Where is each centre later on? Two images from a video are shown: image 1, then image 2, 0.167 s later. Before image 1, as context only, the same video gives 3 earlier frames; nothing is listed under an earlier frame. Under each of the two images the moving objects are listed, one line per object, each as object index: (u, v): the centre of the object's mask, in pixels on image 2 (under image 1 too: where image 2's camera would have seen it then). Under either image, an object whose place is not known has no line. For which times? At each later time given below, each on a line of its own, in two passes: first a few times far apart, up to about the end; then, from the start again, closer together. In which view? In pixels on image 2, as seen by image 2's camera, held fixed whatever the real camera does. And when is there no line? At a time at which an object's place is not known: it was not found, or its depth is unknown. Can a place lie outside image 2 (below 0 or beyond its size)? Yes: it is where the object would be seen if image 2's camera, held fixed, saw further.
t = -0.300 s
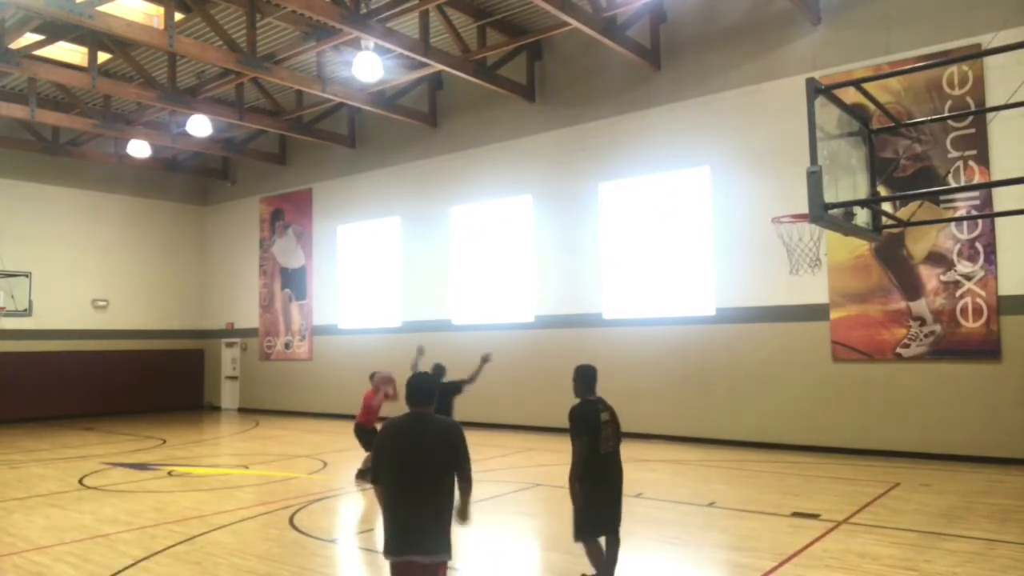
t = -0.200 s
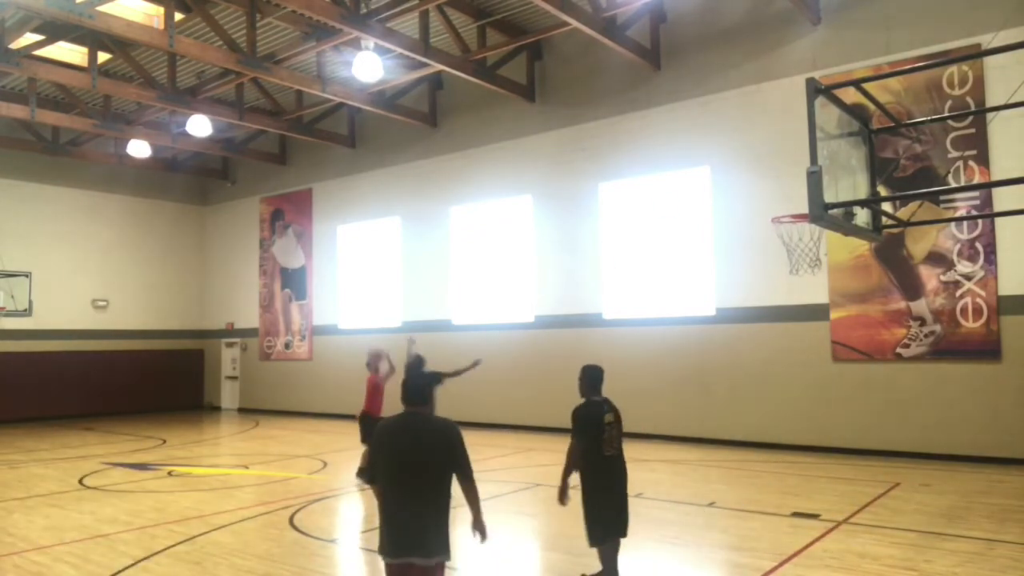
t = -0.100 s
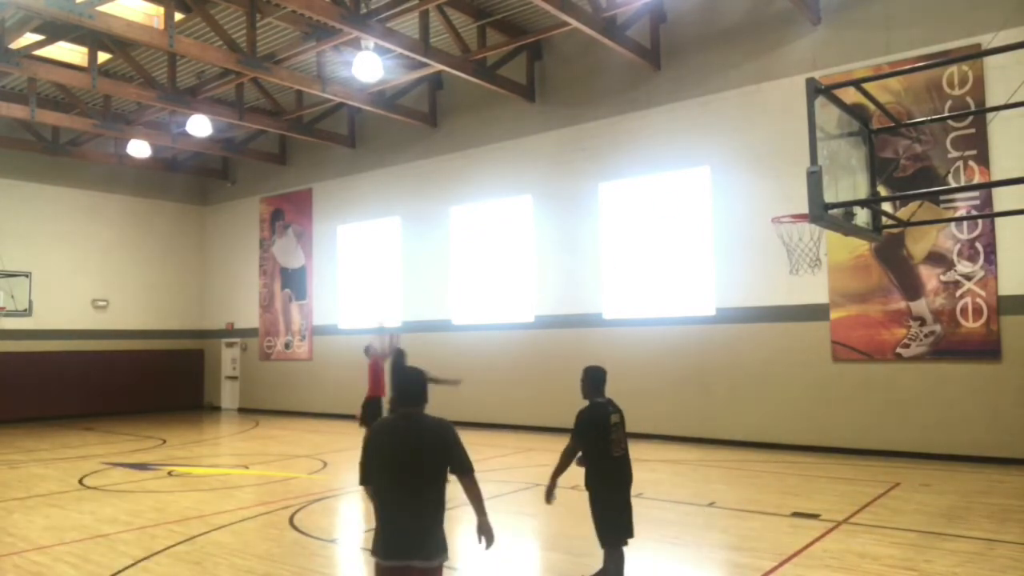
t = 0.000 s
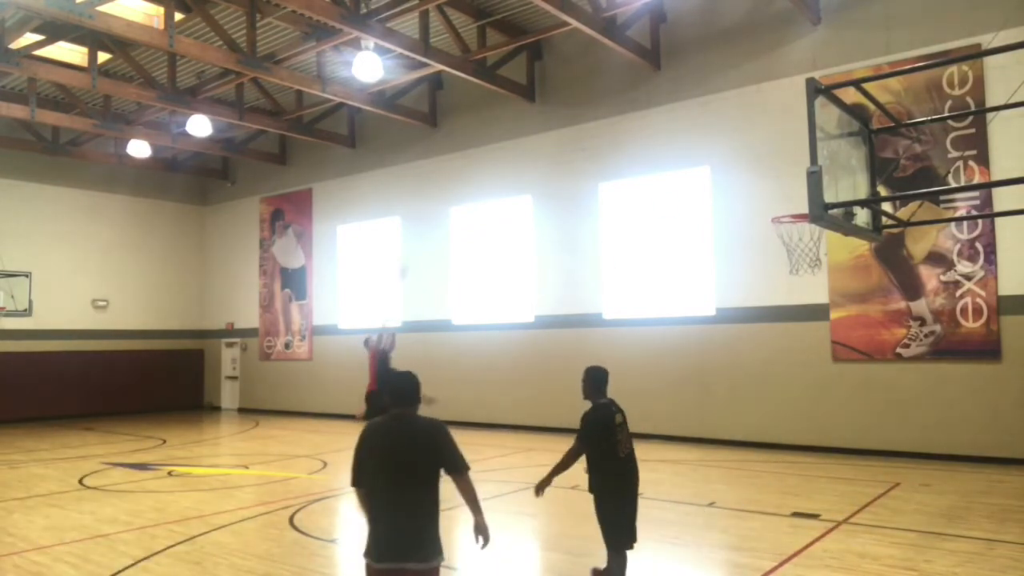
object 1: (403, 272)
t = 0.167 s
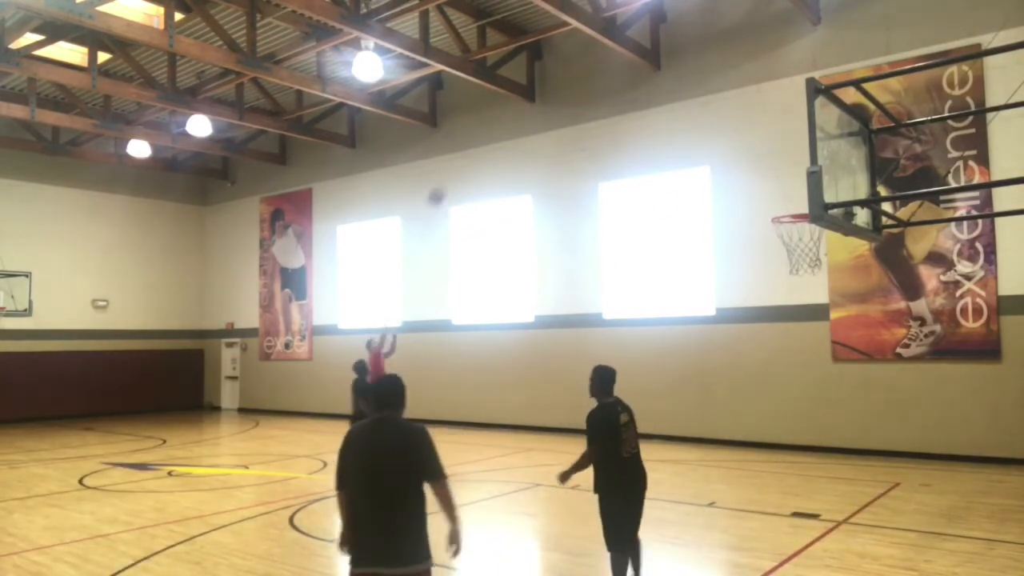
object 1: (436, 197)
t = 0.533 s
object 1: (528, 89)
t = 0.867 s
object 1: (629, 76)
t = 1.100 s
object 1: (715, 127)
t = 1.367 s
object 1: (828, 251)
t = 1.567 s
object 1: (869, 322)
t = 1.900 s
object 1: (953, 560)
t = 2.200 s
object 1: (910, 426)
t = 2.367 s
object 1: (884, 382)
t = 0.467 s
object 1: (509, 104)
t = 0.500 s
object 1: (519, 95)
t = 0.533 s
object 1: (528, 89)
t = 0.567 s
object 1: (537, 83)
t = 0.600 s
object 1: (546, 80)
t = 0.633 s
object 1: (556, 76)
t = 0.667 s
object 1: (565, 74)
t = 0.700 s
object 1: (576, 72)
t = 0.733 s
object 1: (587, 70)
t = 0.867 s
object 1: (629, 76)
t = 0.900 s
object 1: (641, 80)
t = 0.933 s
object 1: (652, 85)
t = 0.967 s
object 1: (664, 92)
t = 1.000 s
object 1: (676, 100)
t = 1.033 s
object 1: (689, 108)
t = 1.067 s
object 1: (702, 116)
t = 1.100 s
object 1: (715, 127)
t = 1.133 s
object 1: (729, 139)
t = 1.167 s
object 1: (744, 153)
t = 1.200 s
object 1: (758, 167)
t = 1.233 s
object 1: (773, 184)
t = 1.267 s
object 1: (787, 199)
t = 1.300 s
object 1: (799, 217)
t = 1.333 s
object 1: (820, 242)
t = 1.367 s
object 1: (828, 251)
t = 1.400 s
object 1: (835, 260)
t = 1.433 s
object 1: (841, 269)
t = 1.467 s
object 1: (848, 281)
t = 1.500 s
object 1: (856, 293)
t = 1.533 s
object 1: (862, 307)
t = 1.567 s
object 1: (869, 322)
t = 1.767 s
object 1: (917, 447)
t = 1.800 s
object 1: (927, 478)
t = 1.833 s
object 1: (935, 504)
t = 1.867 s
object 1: (944, 532)
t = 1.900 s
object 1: (953, 560)
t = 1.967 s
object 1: (951, 555)
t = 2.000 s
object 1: (945, 531)
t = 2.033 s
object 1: (939, 508)
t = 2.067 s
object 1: (933, 488)
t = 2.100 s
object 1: (927, 471)
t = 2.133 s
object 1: (921, 453)
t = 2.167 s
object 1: (916, 438)
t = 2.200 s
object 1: (910, 426)
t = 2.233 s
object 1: (904, 414)
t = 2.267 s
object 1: (899, 404)
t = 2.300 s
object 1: (894, 395)
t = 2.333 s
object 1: (889, 388)
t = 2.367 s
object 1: (884, 382)
